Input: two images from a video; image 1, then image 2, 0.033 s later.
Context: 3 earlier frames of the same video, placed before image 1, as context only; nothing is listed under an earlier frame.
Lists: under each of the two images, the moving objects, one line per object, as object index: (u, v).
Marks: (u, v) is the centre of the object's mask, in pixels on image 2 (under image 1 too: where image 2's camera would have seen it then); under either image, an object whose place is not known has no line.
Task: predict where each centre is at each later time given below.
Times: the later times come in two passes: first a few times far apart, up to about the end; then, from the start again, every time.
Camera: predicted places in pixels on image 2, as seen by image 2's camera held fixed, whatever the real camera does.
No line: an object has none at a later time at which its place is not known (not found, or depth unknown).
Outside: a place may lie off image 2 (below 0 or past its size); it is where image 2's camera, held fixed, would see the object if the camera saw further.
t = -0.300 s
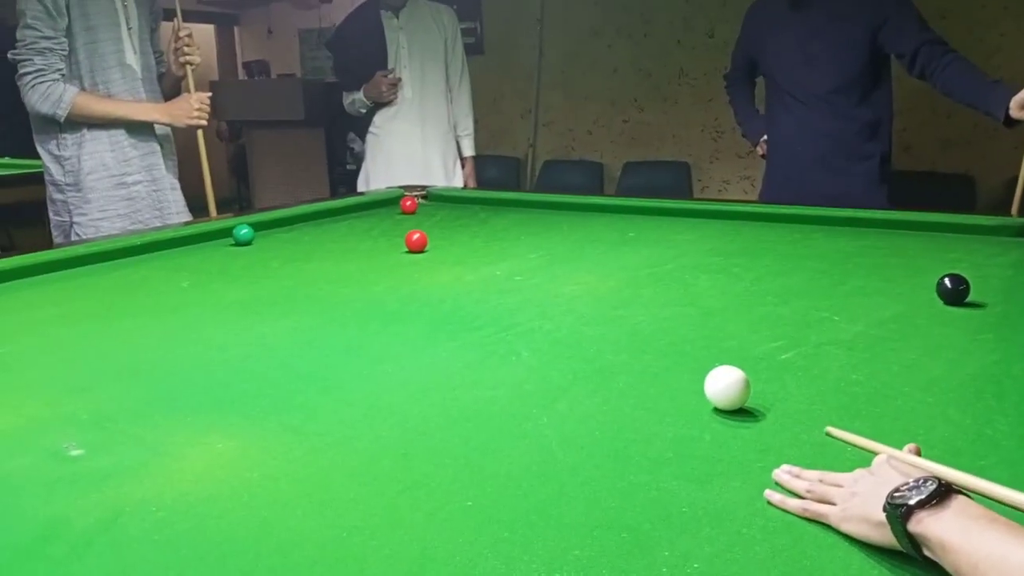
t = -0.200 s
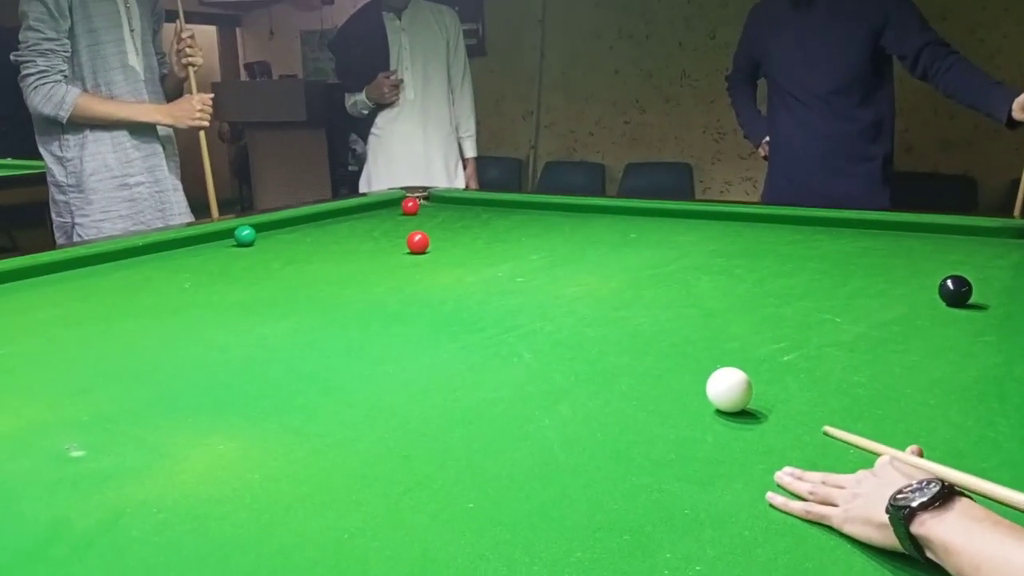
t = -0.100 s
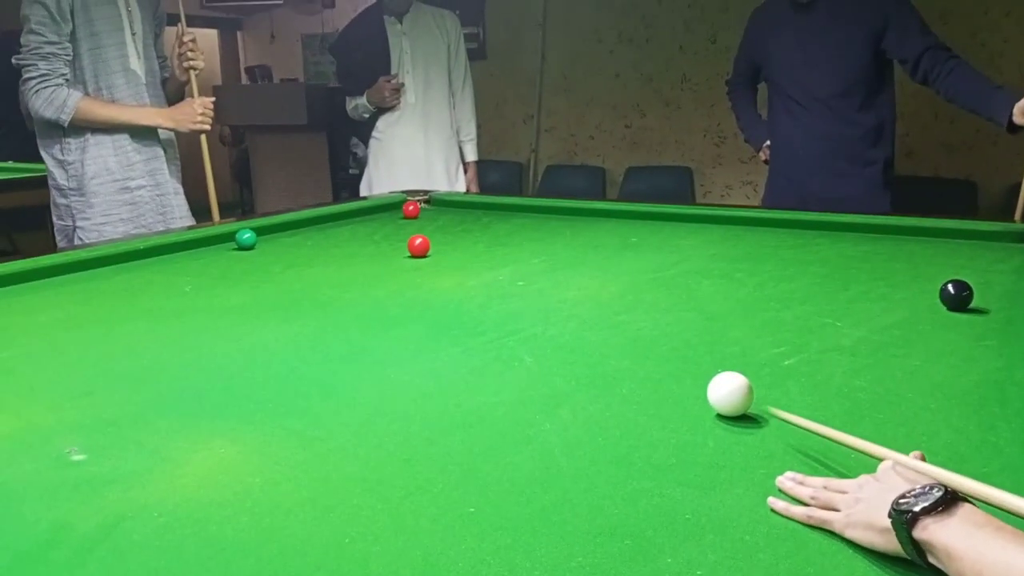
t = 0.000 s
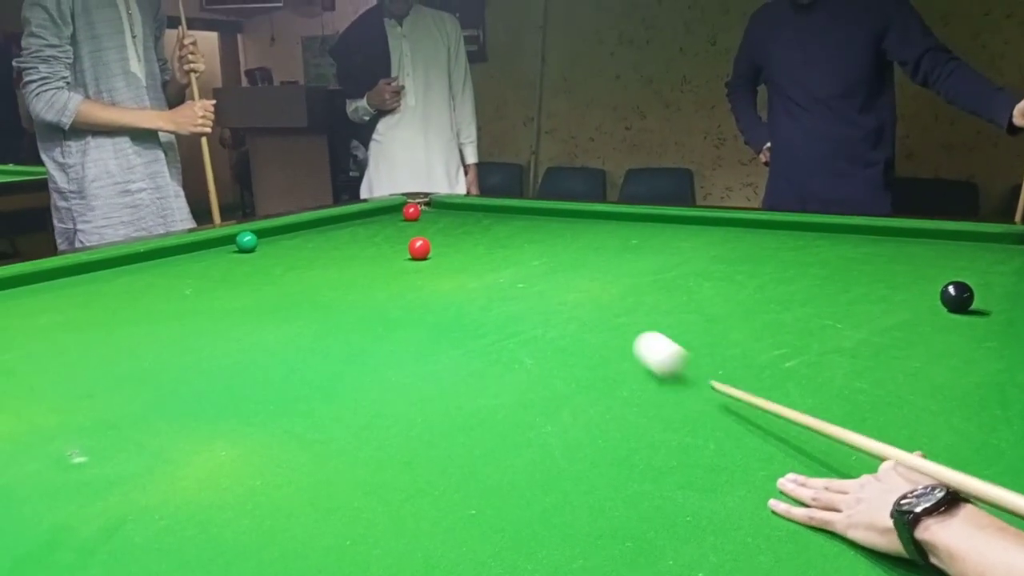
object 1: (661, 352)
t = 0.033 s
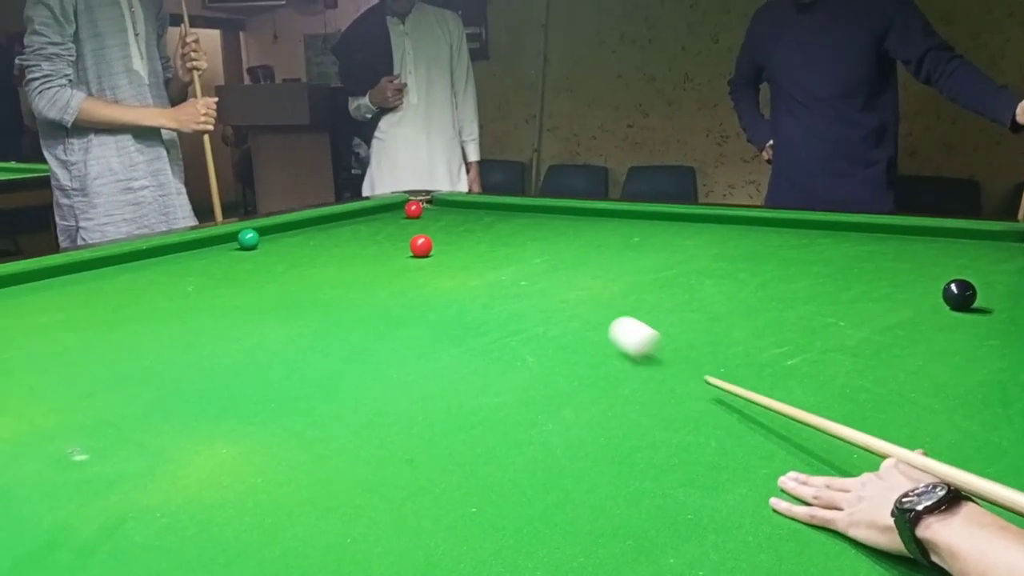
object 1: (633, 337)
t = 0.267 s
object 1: (523, 276)
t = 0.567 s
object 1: (451, 235)
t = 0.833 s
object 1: (412, 212)
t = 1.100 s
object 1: (382, 209)
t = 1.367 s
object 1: (396, 209)
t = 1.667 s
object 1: (427, 209)
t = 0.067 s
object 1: (610, 325)
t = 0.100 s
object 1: (591, 314)
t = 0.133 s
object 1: (574, 305)
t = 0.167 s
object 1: (558, 296)
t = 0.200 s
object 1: (545, 289)
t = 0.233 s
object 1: (533, 282)
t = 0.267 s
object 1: (523, 276)
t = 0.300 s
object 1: (513, 270)
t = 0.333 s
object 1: (503, 264)
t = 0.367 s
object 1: (494, 259)
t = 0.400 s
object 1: (486, 255)
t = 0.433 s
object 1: (479, 251)
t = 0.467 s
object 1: (471, 246)
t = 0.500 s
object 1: (464, 242)
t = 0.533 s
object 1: (458, 238)
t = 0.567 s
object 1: (451, 235)
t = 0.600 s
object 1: (446, 232)
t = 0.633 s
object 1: (440, 228)
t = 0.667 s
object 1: (434, 225)
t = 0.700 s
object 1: (429, 222)
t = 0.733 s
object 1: (425, 219)
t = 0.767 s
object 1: (420, 216)
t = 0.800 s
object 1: (416, 214)
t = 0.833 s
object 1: (412, 212)
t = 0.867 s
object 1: (408, 212)
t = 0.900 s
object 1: (404, 213)
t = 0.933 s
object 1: (400, 212)
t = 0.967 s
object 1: (397, 212)
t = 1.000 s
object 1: (393, 211)
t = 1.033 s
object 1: (389, 210)
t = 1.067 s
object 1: (386, 210)
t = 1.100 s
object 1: (382, 209)
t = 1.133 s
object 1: (379, 209)
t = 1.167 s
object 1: (376, 209)
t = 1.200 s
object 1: (377, 208)
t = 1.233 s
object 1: (380, 208)
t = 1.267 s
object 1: (384, 208)
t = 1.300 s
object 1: (388, 208)
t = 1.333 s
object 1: (391, 209)
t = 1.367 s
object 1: (396, 209)
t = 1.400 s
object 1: (399, 209)
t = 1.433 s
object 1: (403, 209)
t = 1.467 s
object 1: (406, 209)
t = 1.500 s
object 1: (410, 209)
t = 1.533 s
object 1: (413, 209)
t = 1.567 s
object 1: (417, 209)
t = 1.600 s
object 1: (420, 209)
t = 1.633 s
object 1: (424, 209)
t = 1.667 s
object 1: (427, 209)
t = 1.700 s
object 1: (430, 209)
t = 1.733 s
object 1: (434, 209)
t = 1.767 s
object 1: (437, 209)
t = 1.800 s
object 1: (441, 209)
